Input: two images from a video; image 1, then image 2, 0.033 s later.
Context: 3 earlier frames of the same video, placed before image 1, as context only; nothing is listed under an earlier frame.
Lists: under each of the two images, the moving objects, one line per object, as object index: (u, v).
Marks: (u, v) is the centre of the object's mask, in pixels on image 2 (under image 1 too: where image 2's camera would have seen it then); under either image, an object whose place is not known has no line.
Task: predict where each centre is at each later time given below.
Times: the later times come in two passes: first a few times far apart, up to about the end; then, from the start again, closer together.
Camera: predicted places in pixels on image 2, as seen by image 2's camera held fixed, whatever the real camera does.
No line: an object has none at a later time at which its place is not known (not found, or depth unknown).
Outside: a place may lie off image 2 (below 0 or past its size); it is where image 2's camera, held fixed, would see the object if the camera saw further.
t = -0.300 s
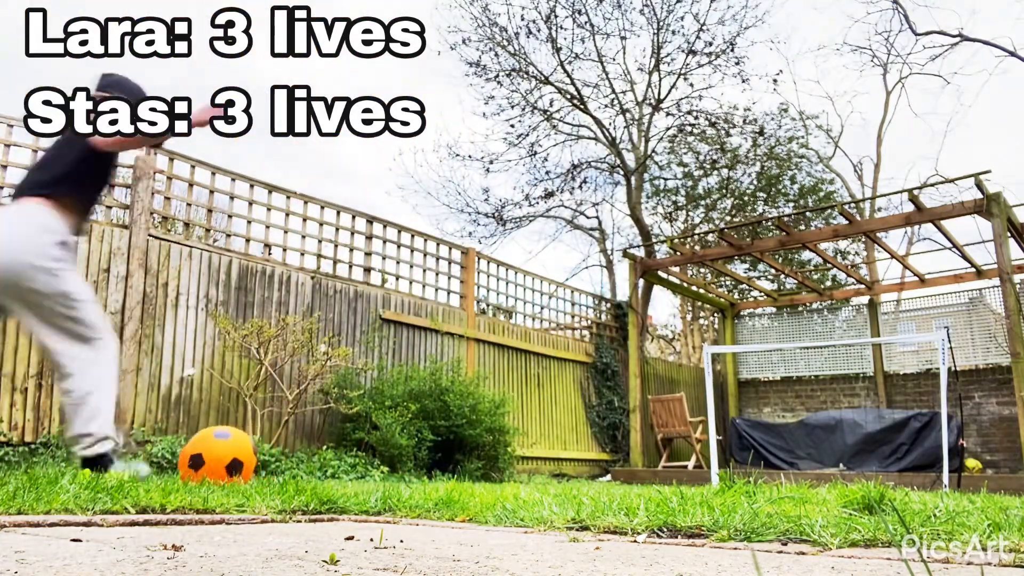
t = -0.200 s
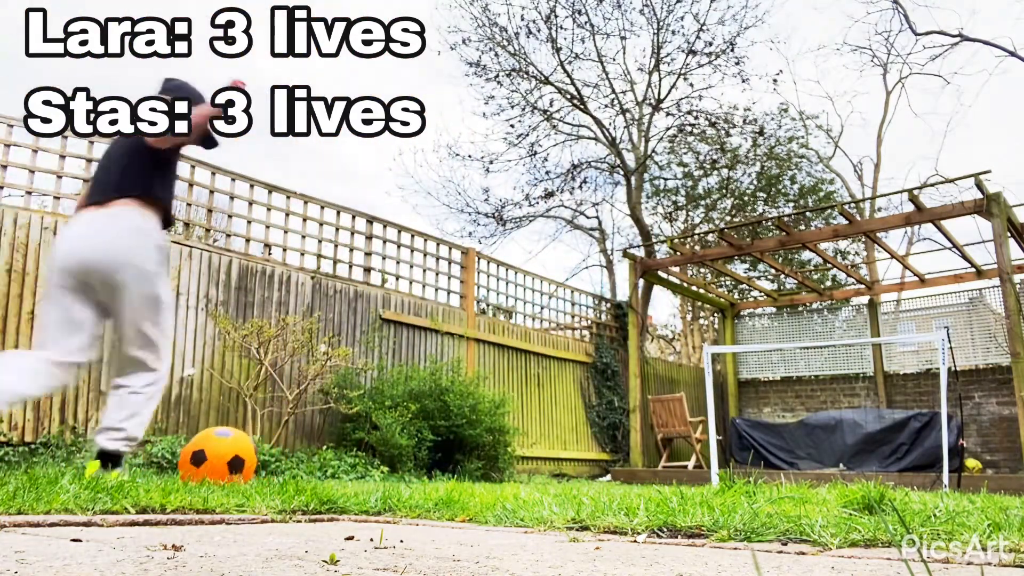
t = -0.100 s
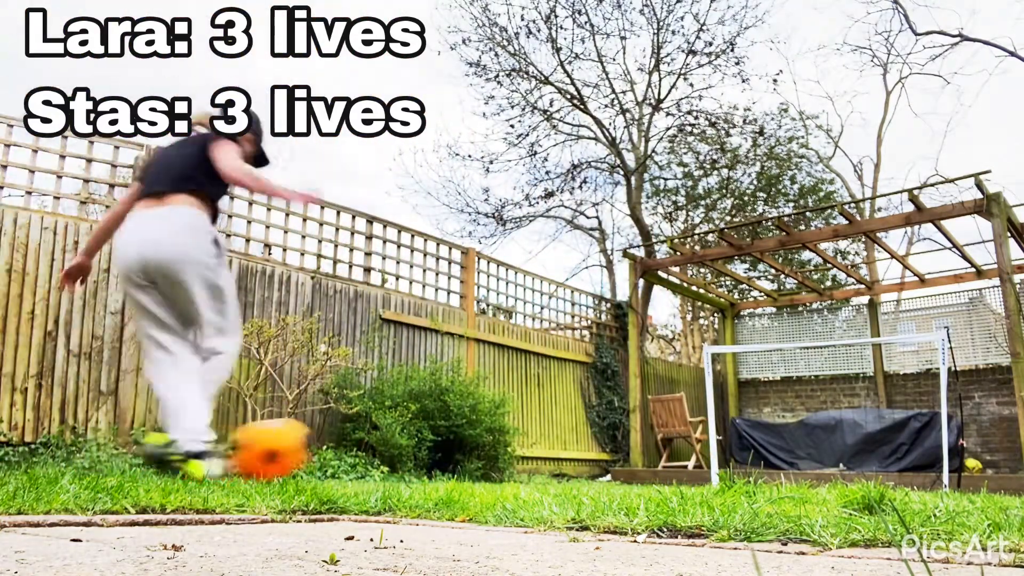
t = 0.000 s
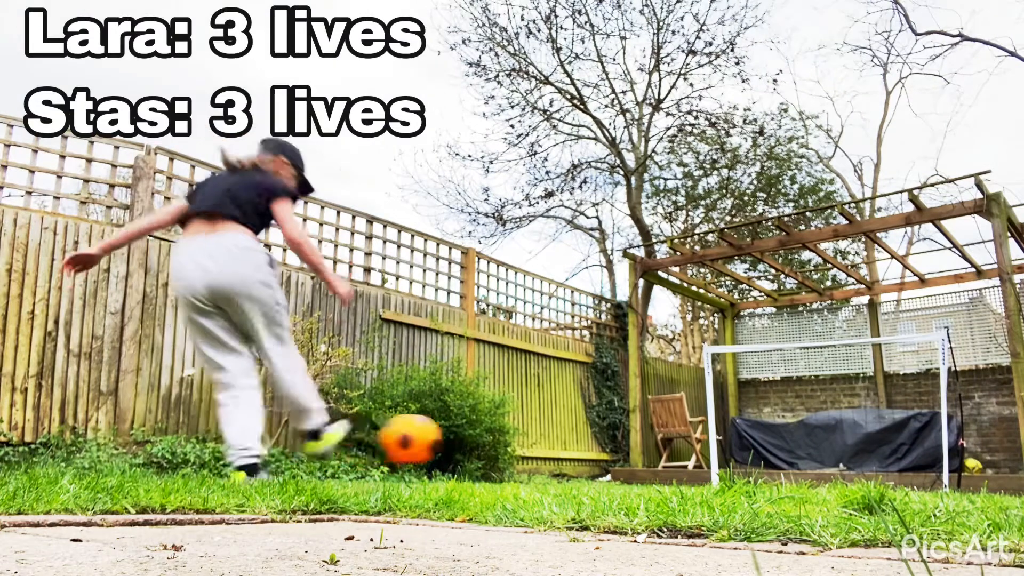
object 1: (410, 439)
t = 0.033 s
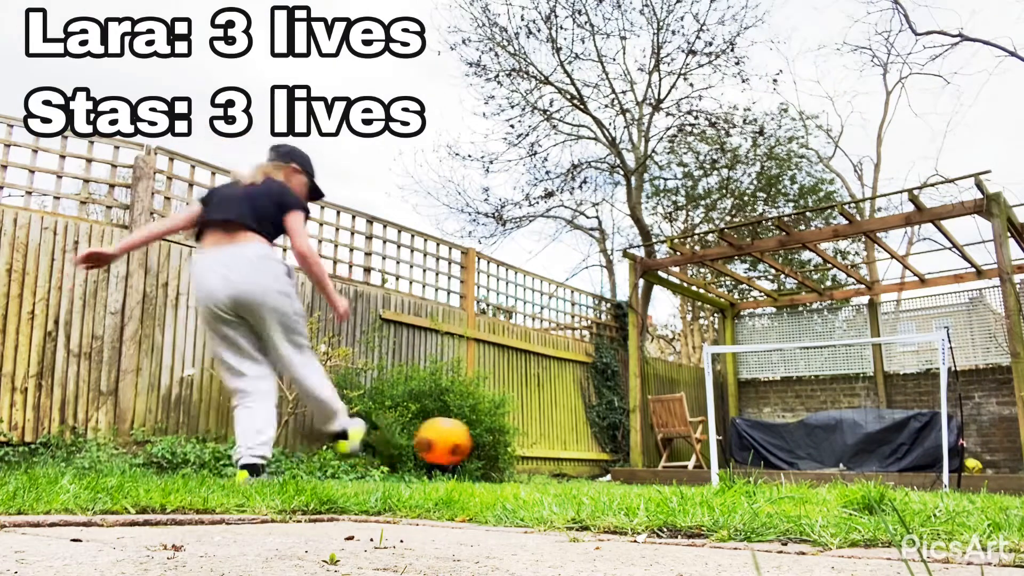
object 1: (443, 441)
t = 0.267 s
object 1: (586, 466)
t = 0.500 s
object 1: (647, 469)
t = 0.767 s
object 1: (690, 477)
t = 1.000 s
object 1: (699, 467)
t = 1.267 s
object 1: (664, 474)
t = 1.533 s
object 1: (648, 477)
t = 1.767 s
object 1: (637, 478)
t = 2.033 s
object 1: (621, 476)
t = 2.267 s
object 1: (607, 474)
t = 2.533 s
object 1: (598, 473)
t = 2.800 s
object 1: (595, 472)
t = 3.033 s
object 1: (597, 473)
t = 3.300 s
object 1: (604, 473)
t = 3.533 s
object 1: (612, 475)
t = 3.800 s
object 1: (622, 477)
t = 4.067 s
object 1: (631, 477)
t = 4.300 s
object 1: (640, 478)
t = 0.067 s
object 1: (472, 445)
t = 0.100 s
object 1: (497, 451)
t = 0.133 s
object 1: (521, 457)
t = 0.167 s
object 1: (541, 466)
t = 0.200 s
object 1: (560, 471)
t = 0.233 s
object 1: (574, 468)
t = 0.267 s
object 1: (586, 466)
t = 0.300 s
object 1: (597, 464)
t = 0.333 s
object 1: (607, 464)
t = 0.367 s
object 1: (616, 465)
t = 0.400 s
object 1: (625, 469)
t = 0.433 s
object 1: (634, 472)
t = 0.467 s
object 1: (641, 473)
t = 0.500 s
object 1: (647, 469)
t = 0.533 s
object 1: (652, 465)
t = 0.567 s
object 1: (658, 463)
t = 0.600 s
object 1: (665, 462)
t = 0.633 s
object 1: (670, 464)
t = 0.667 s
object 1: (674, 467)
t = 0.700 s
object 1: (679, 470)
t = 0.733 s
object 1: (684, 474)
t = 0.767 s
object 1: (690, 477)
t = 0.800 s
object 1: (695, 476)
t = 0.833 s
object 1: (698, 474)
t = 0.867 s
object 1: (702, 473)
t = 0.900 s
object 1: (707, 473)
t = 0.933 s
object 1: (707, 471)
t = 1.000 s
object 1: (699, 467)
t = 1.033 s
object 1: (694, 467)
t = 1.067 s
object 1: (688, 468)
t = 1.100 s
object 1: (683, 470)
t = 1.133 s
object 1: (677, 473)
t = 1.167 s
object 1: (672, 476)
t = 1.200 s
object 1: (669, 477)
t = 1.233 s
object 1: (666, 475)
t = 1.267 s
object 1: (664, 474)
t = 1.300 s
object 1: (662, 473)
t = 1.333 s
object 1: (660, 473)
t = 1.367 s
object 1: (658, 474)
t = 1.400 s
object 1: (656, 475)
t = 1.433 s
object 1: (654, 477)
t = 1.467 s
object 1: (651, 479)
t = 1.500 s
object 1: (649, 477)
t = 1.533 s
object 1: (648, 477)
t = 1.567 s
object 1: (646, 477)
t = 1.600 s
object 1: (645, 477)
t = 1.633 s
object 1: (643, 478)
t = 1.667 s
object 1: (642, 479)
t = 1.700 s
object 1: (640, 479)
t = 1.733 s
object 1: (638, 478)
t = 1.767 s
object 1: (637, 478)
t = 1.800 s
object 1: (636, 478)
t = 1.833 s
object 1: (634, 478)
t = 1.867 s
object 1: (632, 477)
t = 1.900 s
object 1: (631, 477)
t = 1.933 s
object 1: (629, 477)
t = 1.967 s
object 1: (627, 476)
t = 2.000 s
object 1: (623, 475)
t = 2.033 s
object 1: (621, 476)
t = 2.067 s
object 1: (619, 475)
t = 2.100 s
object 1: (615, 475)
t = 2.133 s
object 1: (613, 475)
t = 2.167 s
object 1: (612, 475)
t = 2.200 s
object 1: (611, 475)
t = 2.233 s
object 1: (608, 475)
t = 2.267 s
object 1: (607, 474)
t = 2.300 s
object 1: (605, 474)
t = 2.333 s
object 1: (604, 474)
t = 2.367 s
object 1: (603, 474)
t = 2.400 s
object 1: (602, 474)
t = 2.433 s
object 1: (601, 473)
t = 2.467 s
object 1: (600, 473)
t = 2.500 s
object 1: (598, 473)
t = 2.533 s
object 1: (598, 473)
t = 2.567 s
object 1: (597, 473)
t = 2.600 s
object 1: (596, 473)
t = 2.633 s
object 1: (596, 472)
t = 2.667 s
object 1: (595, 472)
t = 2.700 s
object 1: (595, 472)
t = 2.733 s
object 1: (595, 472)
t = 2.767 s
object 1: (595, 472)
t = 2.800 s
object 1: (595, 472)
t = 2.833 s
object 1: (595, 472)
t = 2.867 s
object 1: (595, 472)
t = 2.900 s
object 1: (595, 472)
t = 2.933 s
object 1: (596, 472)
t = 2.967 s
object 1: (596, 472)
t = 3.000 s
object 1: (596, 472)
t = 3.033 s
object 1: (597, 473)
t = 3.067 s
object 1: (597, 473)
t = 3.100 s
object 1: (598, 473)
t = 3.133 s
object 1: (599, 473)
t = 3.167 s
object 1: (599, 473)
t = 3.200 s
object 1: (600, 473)
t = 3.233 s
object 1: (601, 473)
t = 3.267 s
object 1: (602, 473)
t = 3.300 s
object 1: (604, 473)
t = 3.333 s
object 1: (605, 474)
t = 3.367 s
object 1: (606, 474)
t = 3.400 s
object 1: (607, 474)
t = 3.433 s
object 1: (608, 474)
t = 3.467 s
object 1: (609, 475)
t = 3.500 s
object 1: (611, 475)
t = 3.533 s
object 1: (612, 475)
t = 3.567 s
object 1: (614, 476)
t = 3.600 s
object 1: (615, 476)
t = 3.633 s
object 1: (616, 476)
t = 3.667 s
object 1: (618, 476)
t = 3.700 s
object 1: (620, 476)
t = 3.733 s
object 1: (621, 476)
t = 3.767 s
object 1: (622, 476)
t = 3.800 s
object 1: (622, 477)
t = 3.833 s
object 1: (624, 477)
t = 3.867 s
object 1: (625, 477)
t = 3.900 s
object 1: (627, 477)
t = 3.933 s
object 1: (628, 477)
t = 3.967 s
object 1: (629, 477)
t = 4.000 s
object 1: (630, 477)
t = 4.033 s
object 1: (631, 477)
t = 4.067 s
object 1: (631, 477)
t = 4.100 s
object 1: (633, 478)
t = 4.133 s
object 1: (634, 478)
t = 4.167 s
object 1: (635, 478)
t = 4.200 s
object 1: (637, 478)
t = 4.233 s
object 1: (638, 478)
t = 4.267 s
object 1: (639, 478)
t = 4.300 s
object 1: (640, 478)
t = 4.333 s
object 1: (641, 478)
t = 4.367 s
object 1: (643, 478)
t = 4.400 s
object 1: (643, 478)
